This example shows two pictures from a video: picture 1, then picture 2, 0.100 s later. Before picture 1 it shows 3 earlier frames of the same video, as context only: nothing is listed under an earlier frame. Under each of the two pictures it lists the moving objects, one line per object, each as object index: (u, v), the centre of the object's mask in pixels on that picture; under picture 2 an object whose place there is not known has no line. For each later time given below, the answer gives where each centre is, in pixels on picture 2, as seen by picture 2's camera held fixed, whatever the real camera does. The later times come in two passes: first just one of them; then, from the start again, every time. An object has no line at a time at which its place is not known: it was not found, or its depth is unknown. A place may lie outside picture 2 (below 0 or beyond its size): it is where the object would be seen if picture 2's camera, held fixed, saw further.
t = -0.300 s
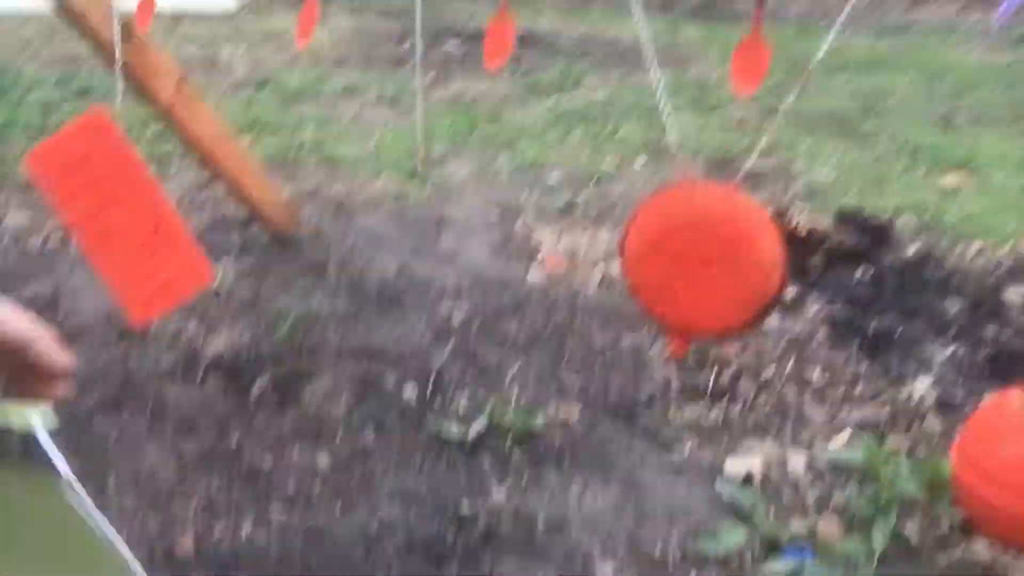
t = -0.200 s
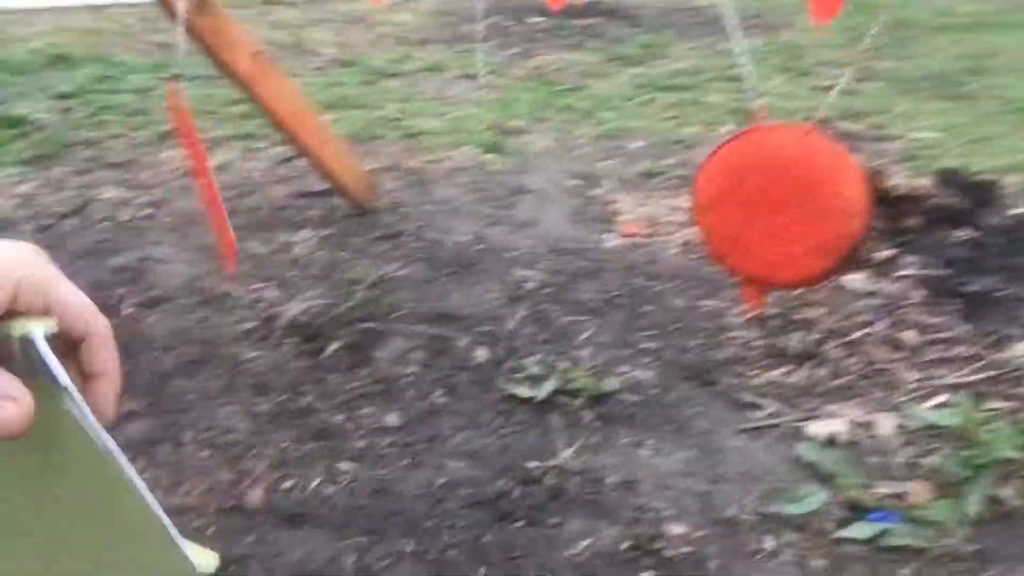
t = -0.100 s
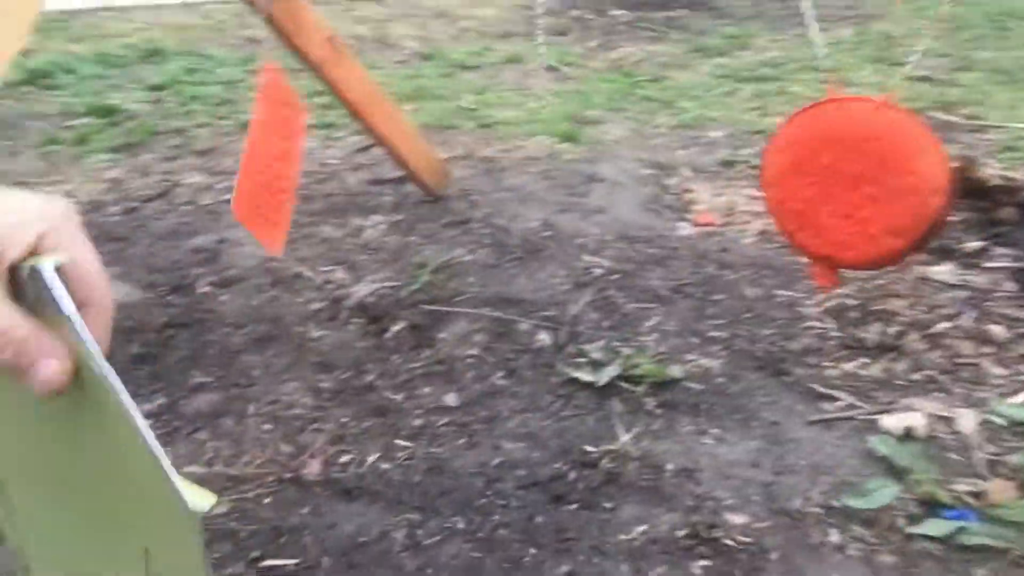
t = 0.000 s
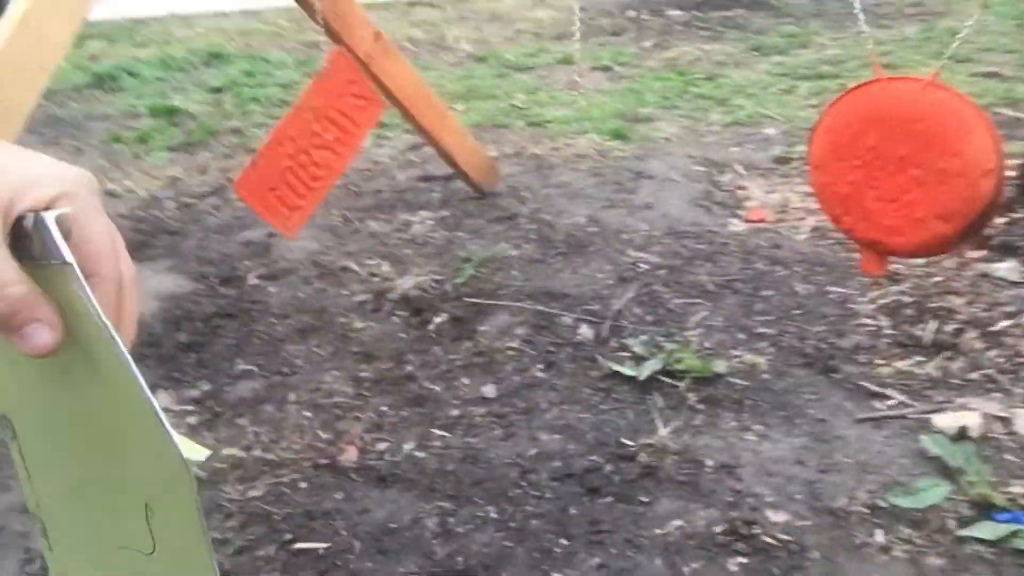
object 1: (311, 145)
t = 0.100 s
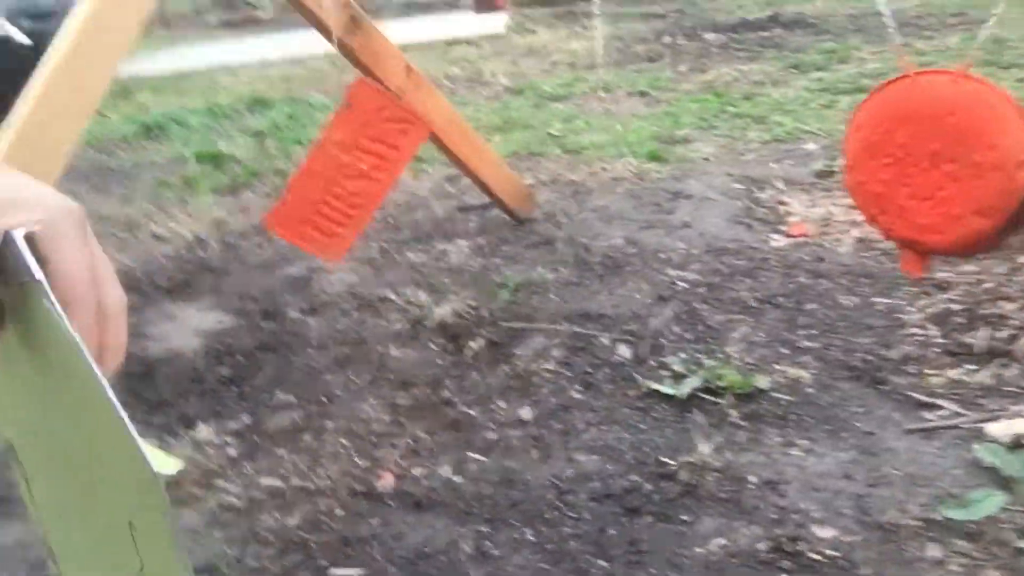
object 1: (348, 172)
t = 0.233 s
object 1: (347, 167)
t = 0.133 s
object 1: (349, 170)
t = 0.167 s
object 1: (350, 167)
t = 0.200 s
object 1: (349, 168)
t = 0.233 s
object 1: (347, 167)
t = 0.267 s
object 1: (341, 164)
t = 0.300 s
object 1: (333, 174)
